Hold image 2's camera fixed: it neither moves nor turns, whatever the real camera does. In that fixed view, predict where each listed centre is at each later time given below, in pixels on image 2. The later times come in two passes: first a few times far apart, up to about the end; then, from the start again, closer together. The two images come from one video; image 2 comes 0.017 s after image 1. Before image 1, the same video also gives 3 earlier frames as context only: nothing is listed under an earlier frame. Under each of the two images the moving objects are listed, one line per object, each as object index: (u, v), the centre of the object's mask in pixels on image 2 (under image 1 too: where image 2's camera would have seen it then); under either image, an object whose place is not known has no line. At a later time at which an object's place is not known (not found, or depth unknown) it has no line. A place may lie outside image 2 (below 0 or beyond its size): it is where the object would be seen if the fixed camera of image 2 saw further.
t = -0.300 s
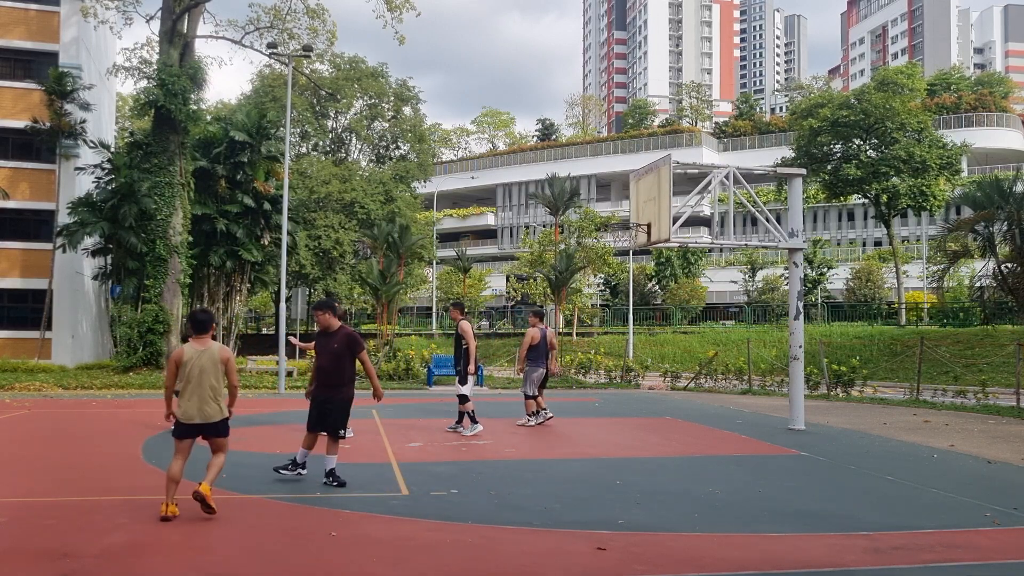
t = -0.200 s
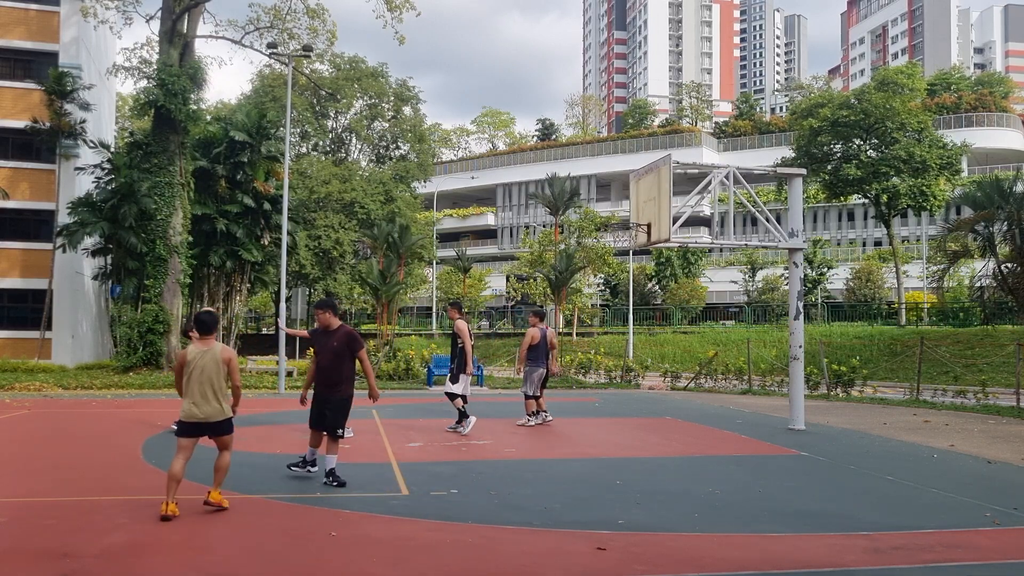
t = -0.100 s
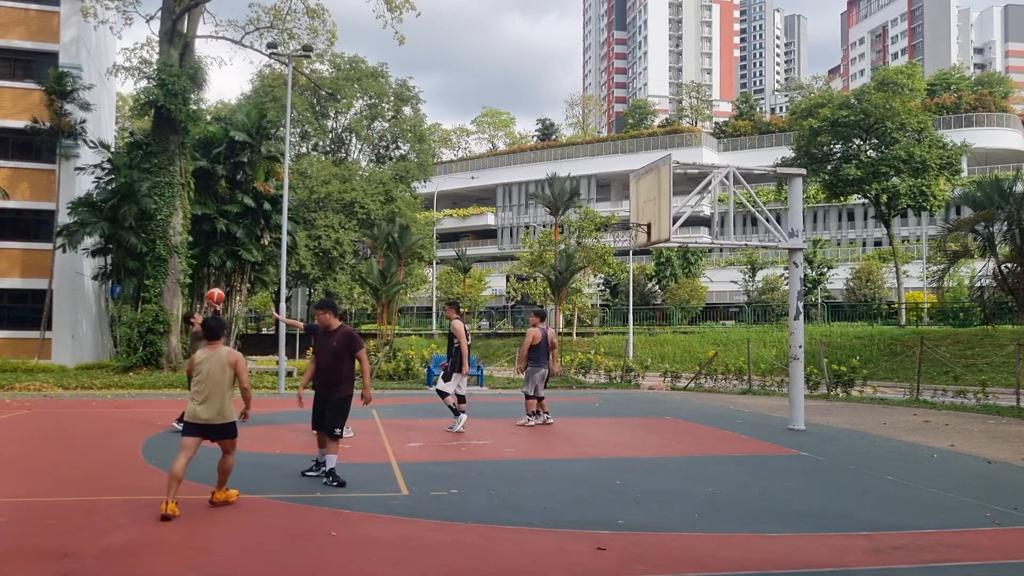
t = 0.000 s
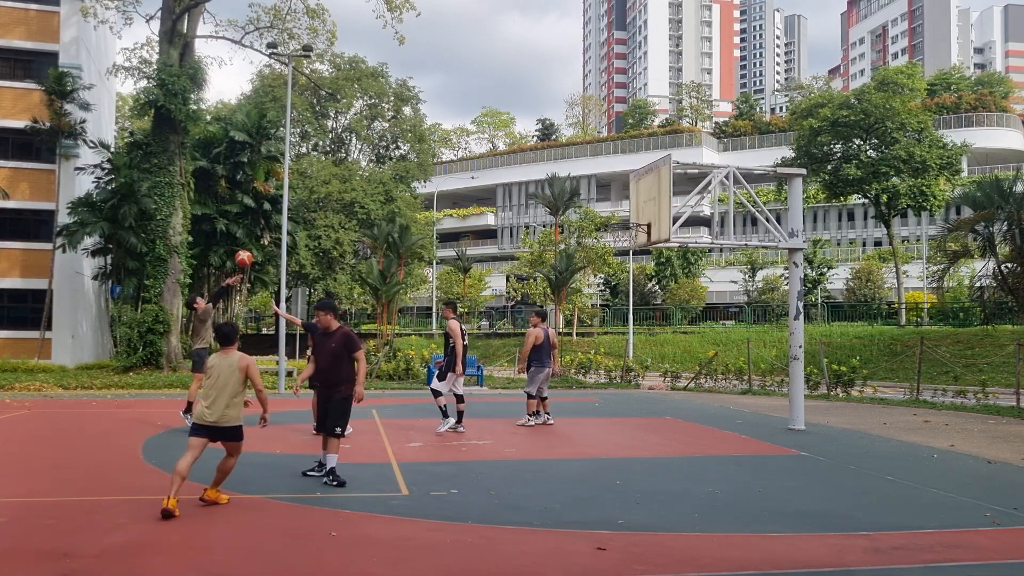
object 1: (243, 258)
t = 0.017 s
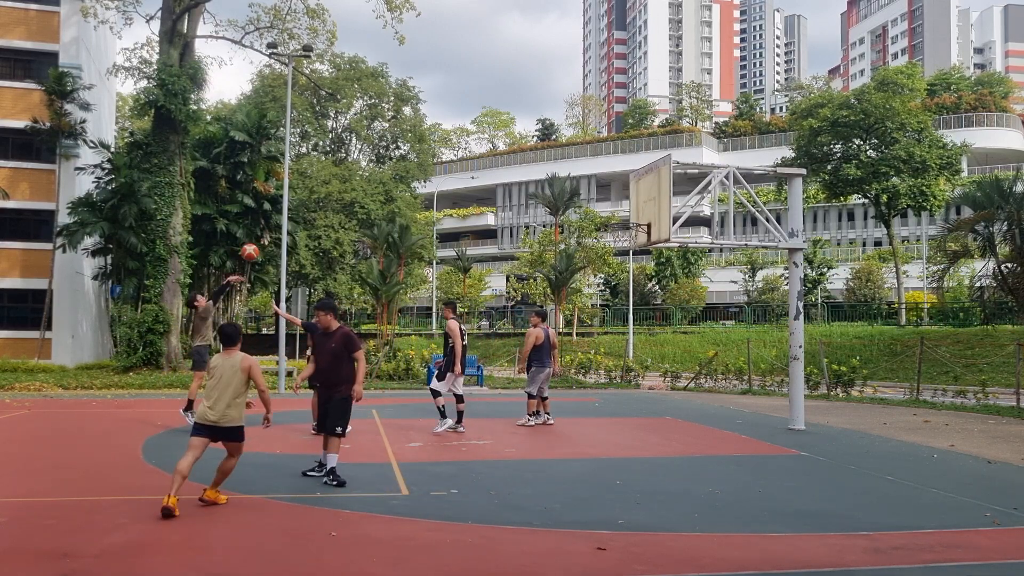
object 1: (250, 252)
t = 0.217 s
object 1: (325, 191)
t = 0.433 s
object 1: (405, 156)
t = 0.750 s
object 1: (515, 161)
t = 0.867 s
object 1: (554, 179)
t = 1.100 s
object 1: (623, 216)
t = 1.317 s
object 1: (625, 207)
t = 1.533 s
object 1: (592, 213)
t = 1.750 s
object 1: (559, 252)
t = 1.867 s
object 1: (539, 286)
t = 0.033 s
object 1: (256, 246)
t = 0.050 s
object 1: (263, 240)
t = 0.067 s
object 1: (269, 234)
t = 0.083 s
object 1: (275, 229)
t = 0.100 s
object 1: (282, 223)
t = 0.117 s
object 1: (288, 218)
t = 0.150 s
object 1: (301, 208)
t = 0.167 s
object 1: (307, 204)
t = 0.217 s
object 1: (325, 191)
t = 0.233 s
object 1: (332, 187)
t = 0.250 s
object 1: (338, 183)
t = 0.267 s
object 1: (344, 179)
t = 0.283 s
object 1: (350, 176)
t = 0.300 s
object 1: (356, 173)
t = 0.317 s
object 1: (362, 170)
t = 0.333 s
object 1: (368, 168)
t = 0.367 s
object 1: (381, 163)
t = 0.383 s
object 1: (387, 161)
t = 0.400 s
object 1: (393, 159)
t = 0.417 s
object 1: (399, 157)
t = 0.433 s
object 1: (405, 156)
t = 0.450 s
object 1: (411, 154)
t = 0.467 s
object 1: (417, 153)
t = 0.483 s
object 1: (423, 152)
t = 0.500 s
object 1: (428, 152)
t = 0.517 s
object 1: (435, 151)
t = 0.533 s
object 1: (440, 150)
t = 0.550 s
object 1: (446, 150)
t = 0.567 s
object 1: (452, 150)
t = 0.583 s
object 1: (458, 149)
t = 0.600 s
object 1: (464, 150)
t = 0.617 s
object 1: (470, 150)
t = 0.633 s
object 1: (475, 151)
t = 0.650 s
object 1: (481, 152)
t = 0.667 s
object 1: (487, 154)
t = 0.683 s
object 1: (492, 155)
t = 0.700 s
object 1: (498, 156)
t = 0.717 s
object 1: (504, 158)
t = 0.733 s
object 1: (510, 159)
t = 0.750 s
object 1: (515, 161)
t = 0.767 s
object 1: (522, 163)
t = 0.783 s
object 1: (527, 165)
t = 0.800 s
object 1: (533, 168)
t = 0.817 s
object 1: (538, 171)
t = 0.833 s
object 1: (544, 173)
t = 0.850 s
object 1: (550, 176)
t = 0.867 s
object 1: (554, 179)
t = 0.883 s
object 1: (562, 182)
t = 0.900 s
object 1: (567, 186)
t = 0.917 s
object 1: (572, 189)
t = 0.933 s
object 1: (577, 194)
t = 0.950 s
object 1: (583, 198)
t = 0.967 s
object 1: (589, 202)
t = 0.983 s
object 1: (595, 206)
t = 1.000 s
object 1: (600, 210)
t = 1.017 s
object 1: (606, 215)
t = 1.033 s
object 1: (610, 218)
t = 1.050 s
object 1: (613, 217)
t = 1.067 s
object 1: (617, 216)
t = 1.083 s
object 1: (620, 216)
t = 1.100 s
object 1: (623, 216)
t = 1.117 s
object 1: (627, 215)
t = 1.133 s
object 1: (630, 215)
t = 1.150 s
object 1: (633, 215)
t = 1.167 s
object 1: (637, 216)
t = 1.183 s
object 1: (640, 217)
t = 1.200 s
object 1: (642, 215)
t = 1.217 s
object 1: (640, 214)
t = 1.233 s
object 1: (638, 212)
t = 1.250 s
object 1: (635, 211)
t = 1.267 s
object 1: (632, 209)
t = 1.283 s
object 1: (630, 208)
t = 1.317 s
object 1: (625, 207)
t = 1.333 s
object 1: (623, 206)
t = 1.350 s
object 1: (620, 205)
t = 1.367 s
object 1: (618, 205)
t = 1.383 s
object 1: (615, 205)
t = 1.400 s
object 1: (612, 205)
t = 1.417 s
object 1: (610, 206)
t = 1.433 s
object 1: (607, 206)
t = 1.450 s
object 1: (605, 207)
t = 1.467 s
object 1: (602, 208)
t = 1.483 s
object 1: (600, 209)
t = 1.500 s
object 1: (597, 210)
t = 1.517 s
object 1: (595, 211)
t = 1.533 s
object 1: (592, 213)
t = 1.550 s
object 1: (590, 215)
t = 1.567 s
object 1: (588, 216)
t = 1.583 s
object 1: (585, 219)
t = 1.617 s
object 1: (580, 224)
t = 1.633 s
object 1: (577, 227)
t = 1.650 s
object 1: (574, 229)
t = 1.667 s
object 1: (572, 233)
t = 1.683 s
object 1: (570, 237)
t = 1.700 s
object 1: (567, 240)
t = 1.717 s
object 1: (564, 244)
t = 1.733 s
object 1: (562, 248)
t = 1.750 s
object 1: (559, 252)
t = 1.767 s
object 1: (556, 256)
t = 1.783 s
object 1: (553, 260)
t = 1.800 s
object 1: (551, 266)
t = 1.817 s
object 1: (548, 270)
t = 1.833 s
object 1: (546, 275)
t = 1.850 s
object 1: (543, 281)
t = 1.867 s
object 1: (539, 286)
